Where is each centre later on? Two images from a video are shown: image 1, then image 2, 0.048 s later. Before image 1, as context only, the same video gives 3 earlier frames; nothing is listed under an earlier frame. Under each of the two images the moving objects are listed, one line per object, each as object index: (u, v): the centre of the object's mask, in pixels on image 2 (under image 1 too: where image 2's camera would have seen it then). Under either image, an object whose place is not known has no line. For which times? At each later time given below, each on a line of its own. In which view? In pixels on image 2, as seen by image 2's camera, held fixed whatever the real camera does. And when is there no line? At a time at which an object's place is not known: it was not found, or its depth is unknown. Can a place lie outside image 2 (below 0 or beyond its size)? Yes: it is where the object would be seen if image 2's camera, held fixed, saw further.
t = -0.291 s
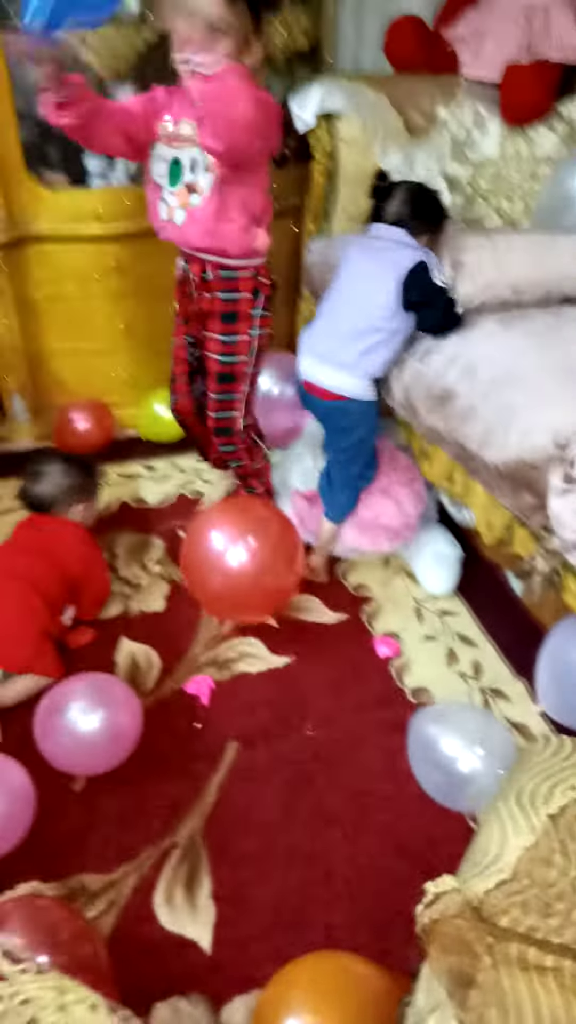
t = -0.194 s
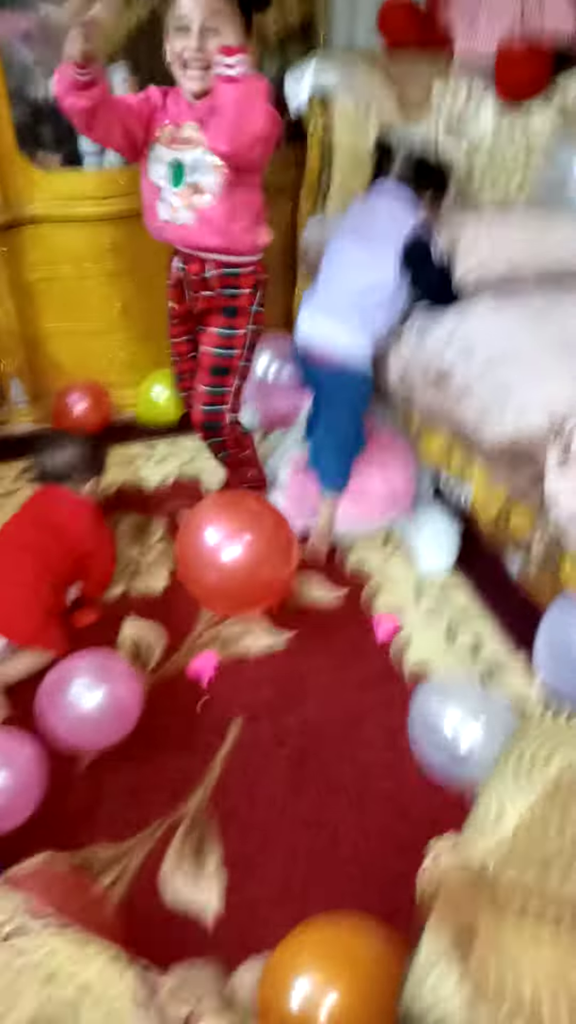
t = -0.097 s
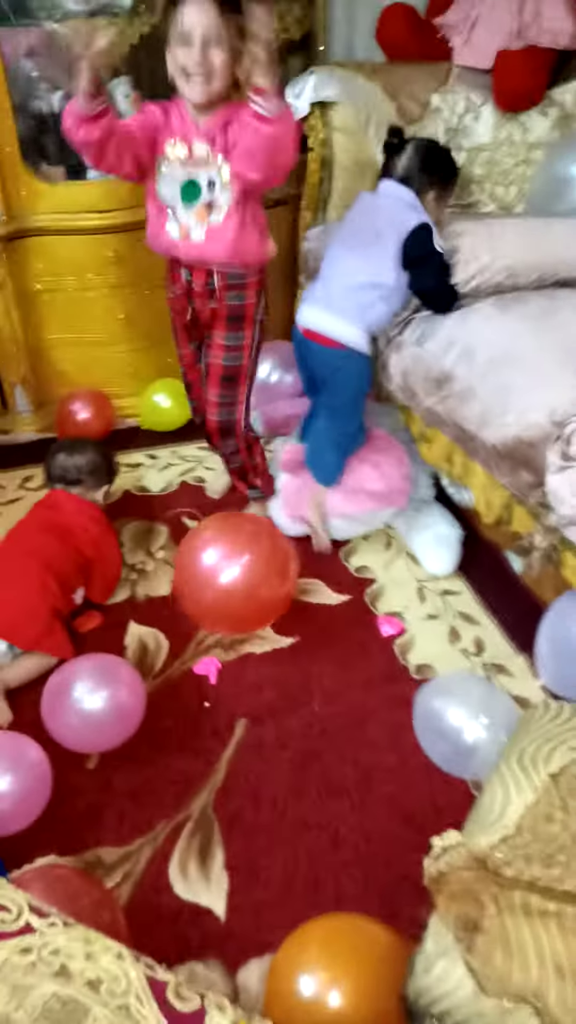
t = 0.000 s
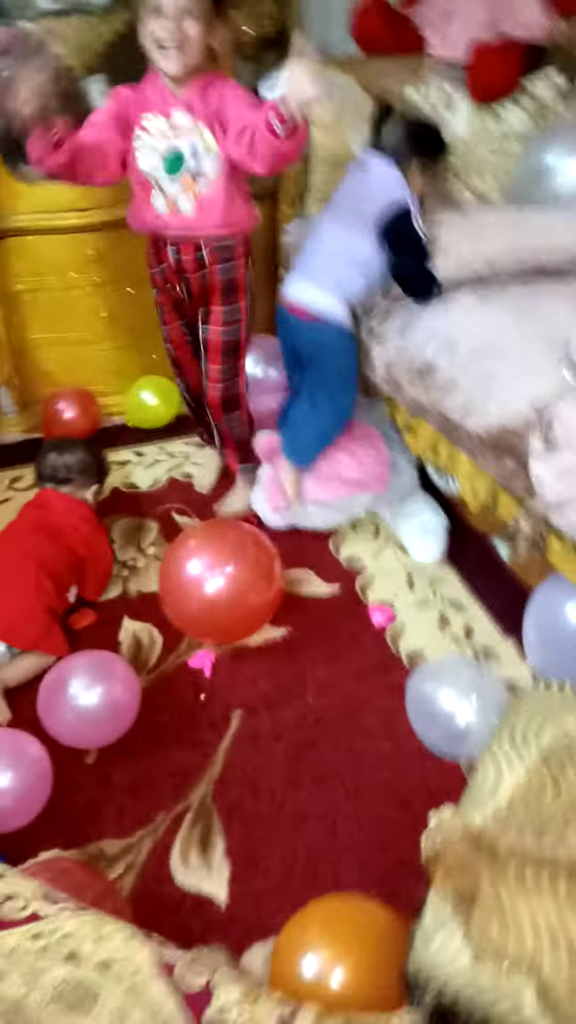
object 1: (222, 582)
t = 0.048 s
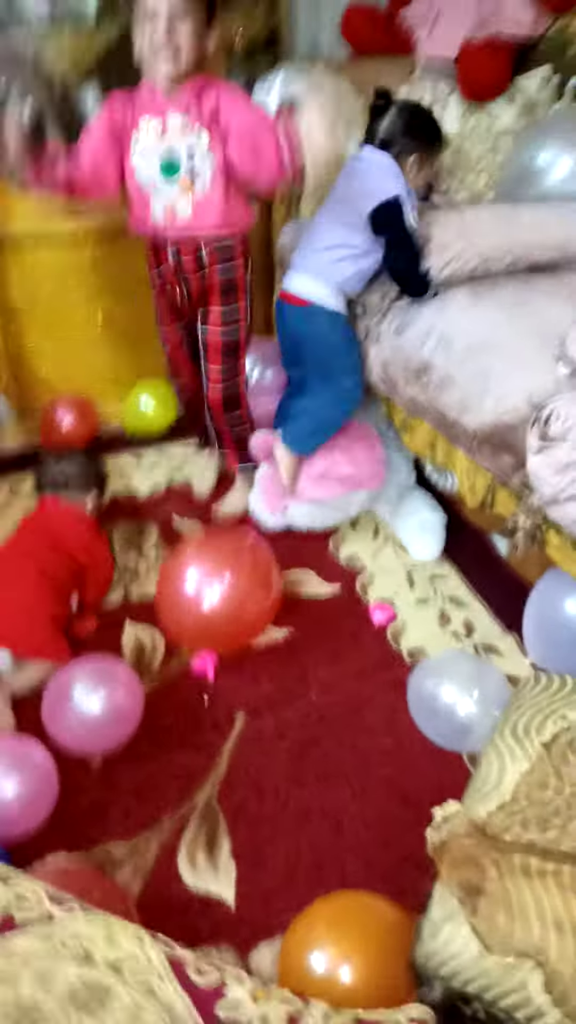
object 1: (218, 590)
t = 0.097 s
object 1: (216, 596)
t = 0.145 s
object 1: (210, 605)
